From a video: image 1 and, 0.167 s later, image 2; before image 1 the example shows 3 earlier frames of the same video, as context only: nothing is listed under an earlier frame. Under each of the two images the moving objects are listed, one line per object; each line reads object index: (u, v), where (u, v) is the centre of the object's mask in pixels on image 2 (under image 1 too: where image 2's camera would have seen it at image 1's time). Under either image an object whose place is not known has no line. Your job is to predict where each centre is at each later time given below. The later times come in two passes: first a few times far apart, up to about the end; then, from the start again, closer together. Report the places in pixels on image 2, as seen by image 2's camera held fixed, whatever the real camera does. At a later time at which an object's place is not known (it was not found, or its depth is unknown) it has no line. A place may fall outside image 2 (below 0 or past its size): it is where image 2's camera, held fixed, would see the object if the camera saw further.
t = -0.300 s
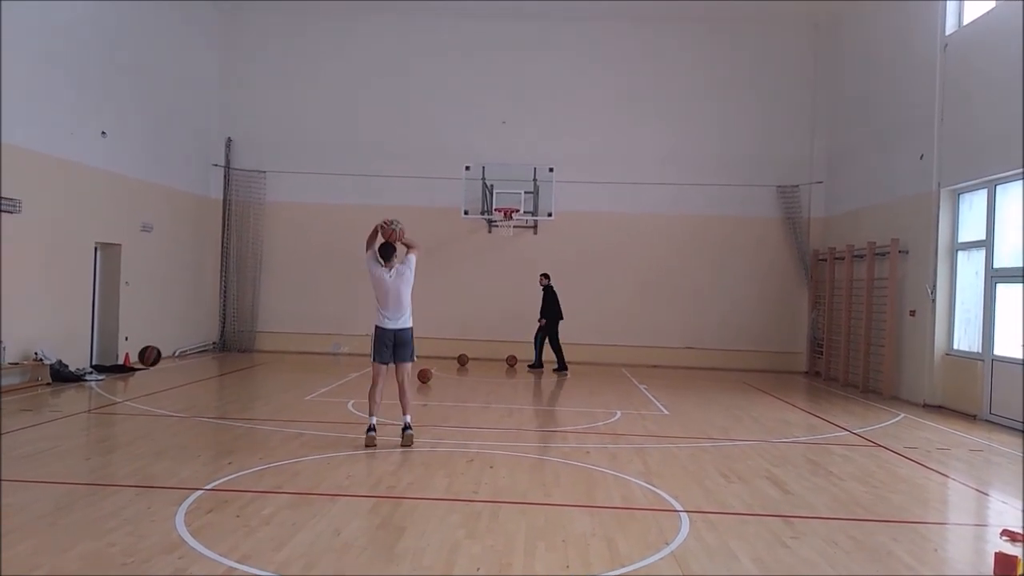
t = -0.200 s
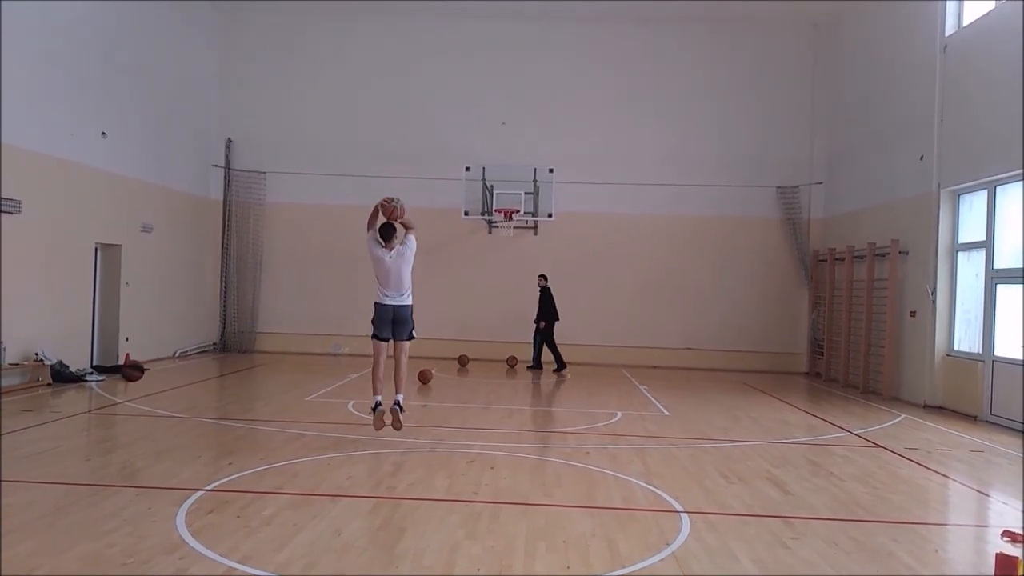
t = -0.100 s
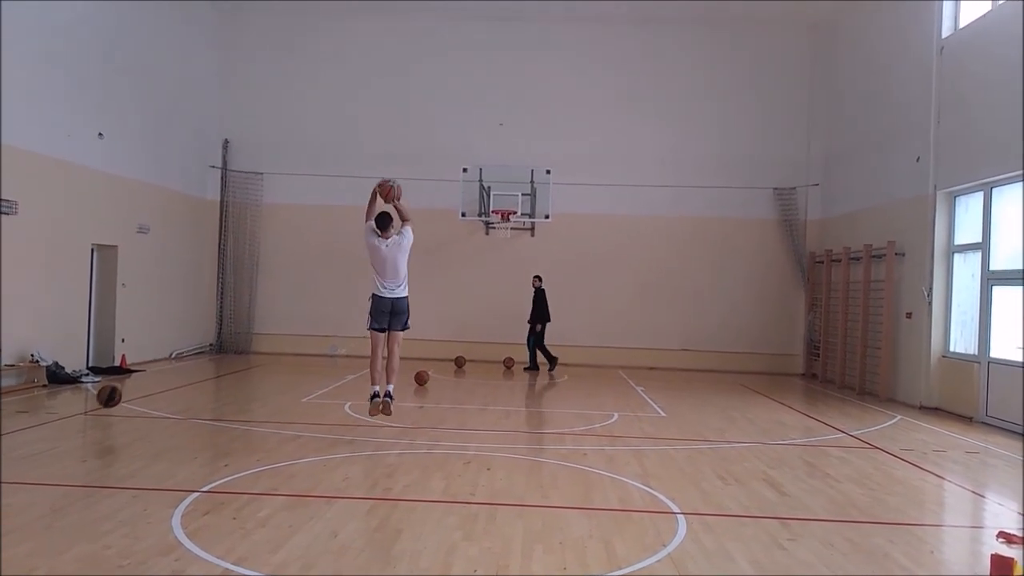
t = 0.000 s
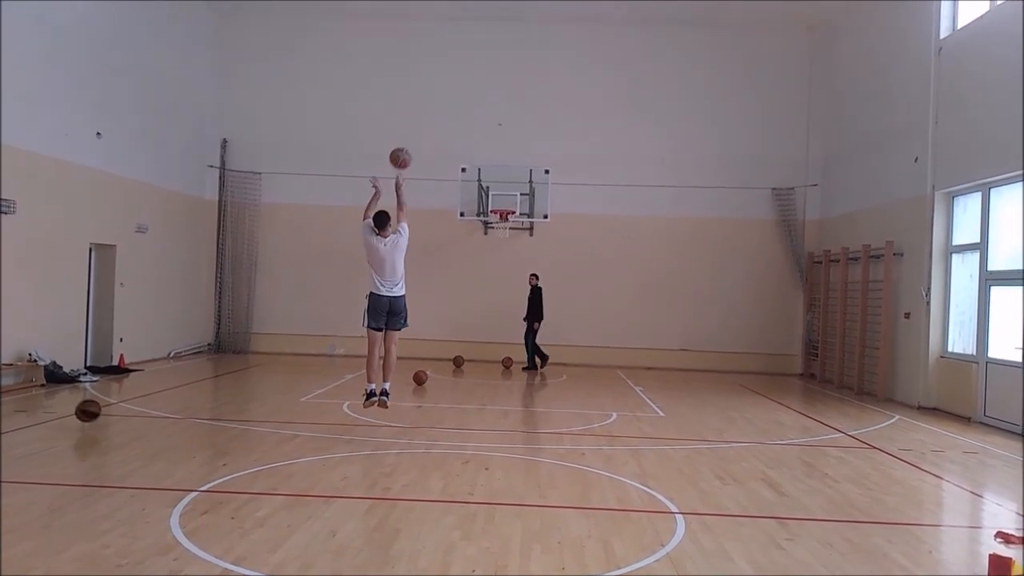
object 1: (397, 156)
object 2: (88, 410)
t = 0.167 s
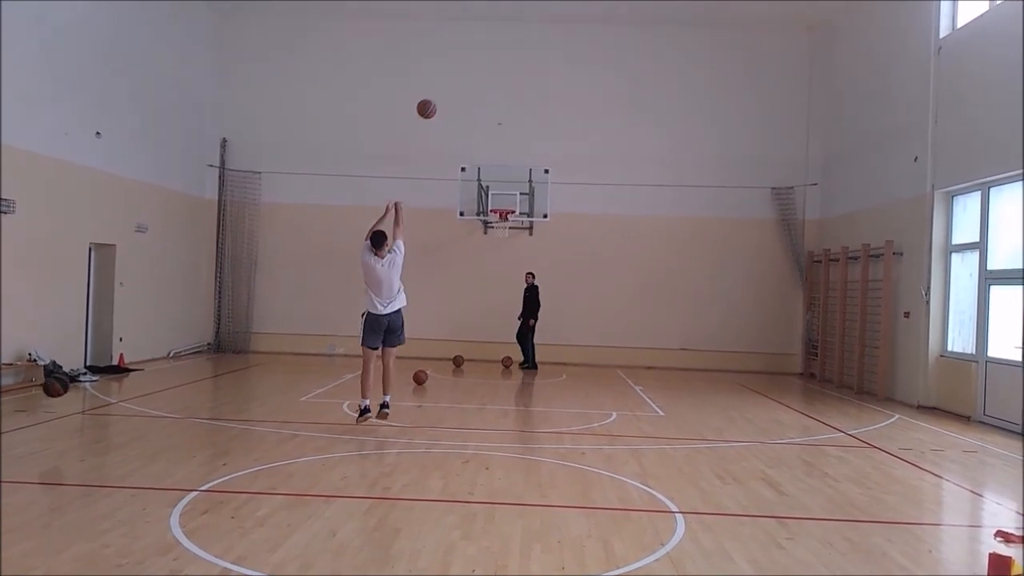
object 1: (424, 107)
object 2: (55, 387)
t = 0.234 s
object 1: (435, 97)
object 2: (42, 382)
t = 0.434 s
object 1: (456, 88)
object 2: (5, 400)
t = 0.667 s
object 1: (475, 112)
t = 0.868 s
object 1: (488, 153)
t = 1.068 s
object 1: (496, 204)
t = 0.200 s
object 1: (430, 102)
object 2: (49, 383)
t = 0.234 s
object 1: (435, 97)
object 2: (42, 382)
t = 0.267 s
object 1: (439, 93)
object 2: (35, 382)
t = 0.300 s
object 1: (443, 90)
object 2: (28, 384)
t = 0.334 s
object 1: (446, 88)
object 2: (20, 386)
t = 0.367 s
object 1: (449, 88)
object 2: (13, 390)
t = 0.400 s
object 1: (453, 88)
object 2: (9, 394)
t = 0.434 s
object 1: (456, 88)
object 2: (5, 400)
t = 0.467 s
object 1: (459, 89)
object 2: (1, 407)
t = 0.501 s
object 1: (462, 92)
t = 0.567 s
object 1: (468, 98)
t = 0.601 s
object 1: (470, 102)
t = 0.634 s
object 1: (473, 107)
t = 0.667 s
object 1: (475, 112)
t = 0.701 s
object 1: (478, 117)
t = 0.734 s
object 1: (480, 124)
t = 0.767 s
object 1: (482, 130)
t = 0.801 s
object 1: (484, 138)
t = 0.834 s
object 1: (486, 145)
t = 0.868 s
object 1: (488, 153)
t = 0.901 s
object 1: (489, 161)
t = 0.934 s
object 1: (491, 170)
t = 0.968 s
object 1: (492, 178)
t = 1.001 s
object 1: (493, 188)
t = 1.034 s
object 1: (495, 198)
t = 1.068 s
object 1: (496, 204)
